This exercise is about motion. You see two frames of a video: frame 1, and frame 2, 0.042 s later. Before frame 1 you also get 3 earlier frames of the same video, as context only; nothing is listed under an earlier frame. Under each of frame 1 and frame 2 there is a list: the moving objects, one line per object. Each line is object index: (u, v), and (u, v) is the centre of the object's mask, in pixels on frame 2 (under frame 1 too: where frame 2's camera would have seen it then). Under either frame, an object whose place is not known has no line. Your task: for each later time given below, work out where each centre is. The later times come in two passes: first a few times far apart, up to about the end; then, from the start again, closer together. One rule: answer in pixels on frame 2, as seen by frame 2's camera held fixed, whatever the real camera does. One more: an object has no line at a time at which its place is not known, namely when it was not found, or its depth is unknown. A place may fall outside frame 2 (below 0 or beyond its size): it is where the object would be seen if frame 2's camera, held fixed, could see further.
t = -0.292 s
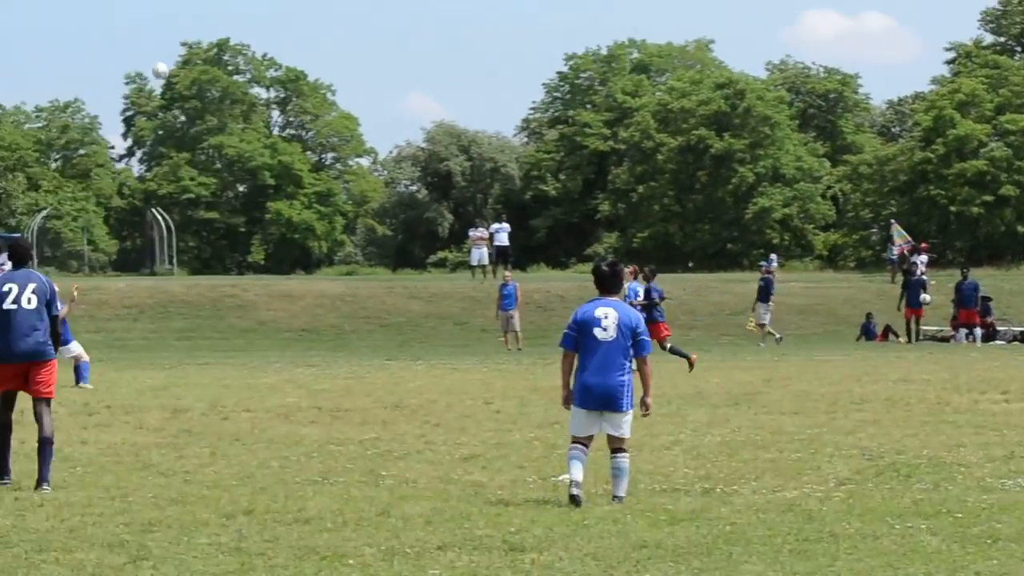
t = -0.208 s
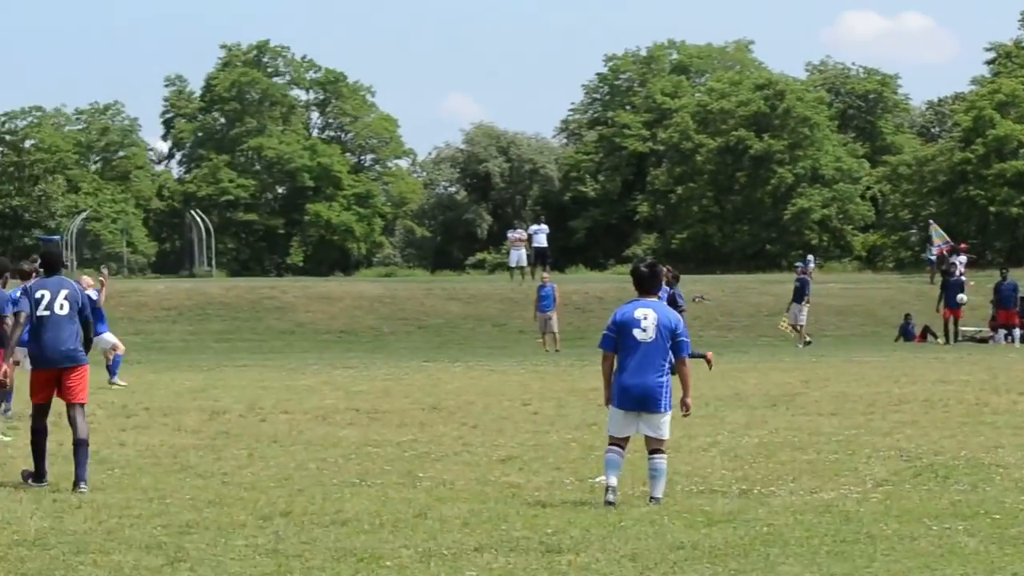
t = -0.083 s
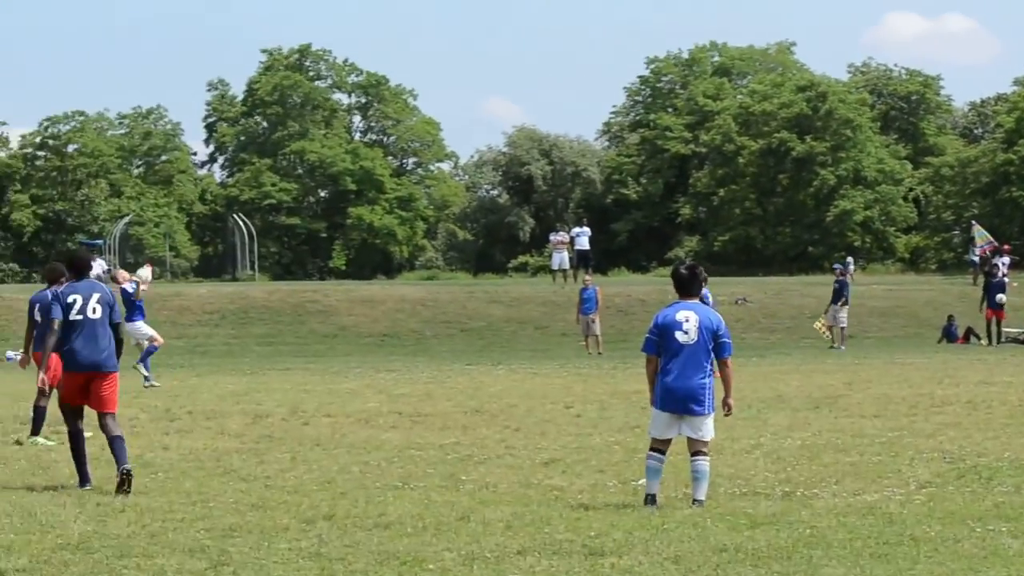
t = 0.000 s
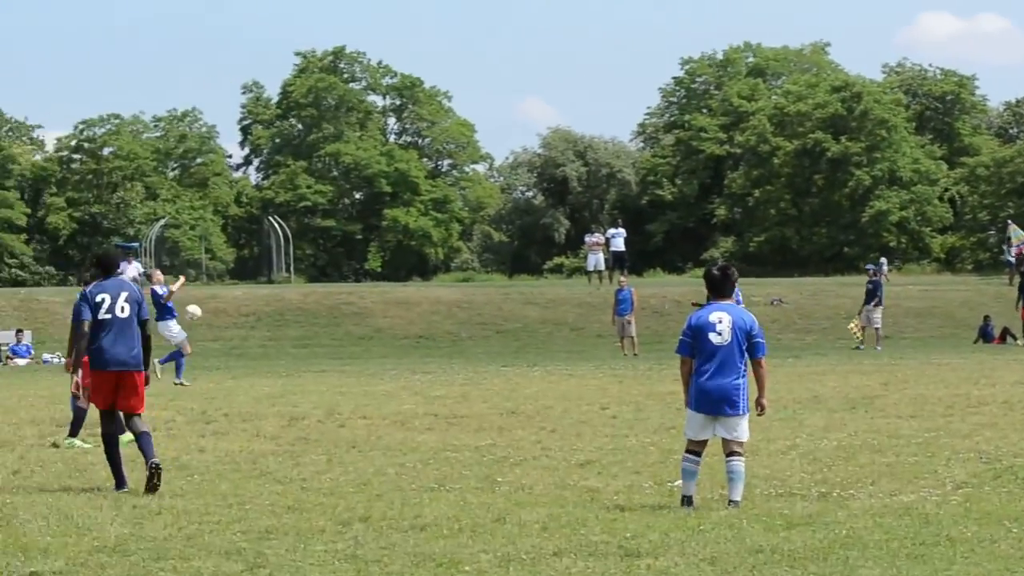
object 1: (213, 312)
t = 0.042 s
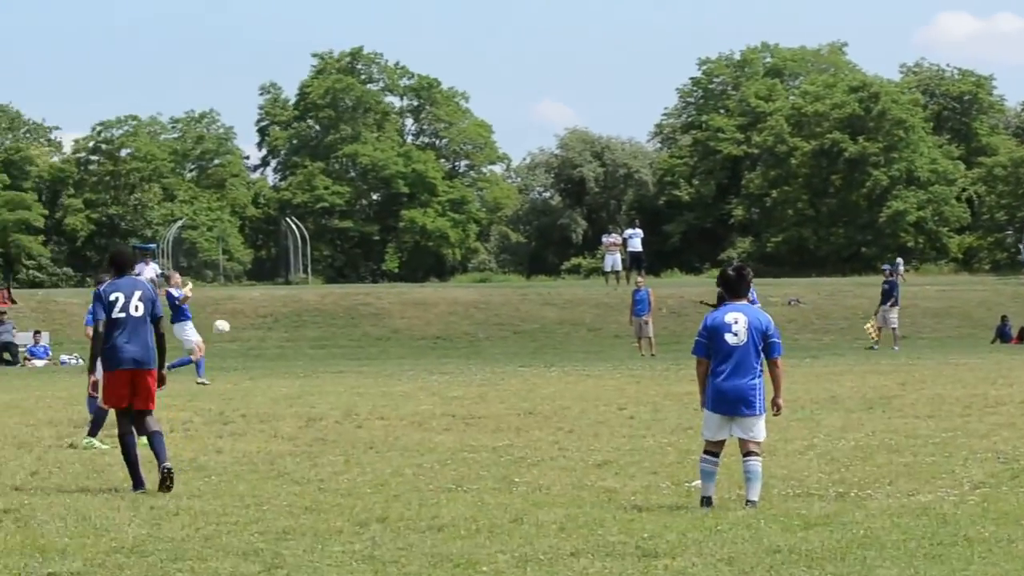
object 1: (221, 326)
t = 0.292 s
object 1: (286, 370)
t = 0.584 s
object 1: (373, 326)
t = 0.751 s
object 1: (423, 330)
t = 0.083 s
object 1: (232, 344)
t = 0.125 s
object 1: (242, 362)
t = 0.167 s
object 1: (252, 380)
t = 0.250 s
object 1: (274, 384)
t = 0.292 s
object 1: (286, 370)
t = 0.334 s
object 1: (297, 360)
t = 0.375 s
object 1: (310, 350)
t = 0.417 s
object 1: (322, 340)
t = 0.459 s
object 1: (334, 334)
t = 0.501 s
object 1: (346, 330)
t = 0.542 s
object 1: (359, 328)
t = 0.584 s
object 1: (373, 326)
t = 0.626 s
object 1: (386, 324)
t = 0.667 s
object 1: (399, 324)
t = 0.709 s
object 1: (411, 326)
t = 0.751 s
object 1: (423, 330)
